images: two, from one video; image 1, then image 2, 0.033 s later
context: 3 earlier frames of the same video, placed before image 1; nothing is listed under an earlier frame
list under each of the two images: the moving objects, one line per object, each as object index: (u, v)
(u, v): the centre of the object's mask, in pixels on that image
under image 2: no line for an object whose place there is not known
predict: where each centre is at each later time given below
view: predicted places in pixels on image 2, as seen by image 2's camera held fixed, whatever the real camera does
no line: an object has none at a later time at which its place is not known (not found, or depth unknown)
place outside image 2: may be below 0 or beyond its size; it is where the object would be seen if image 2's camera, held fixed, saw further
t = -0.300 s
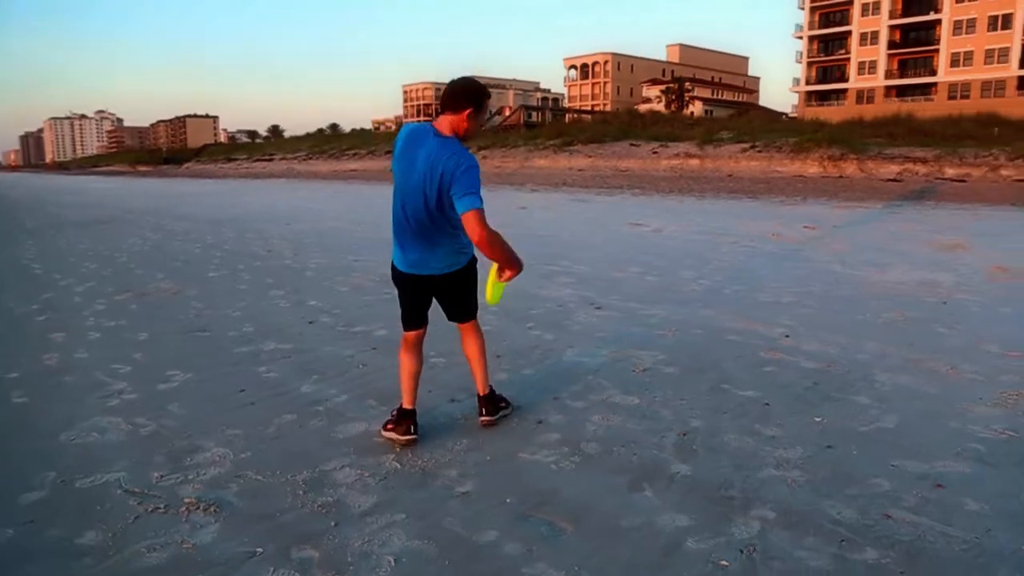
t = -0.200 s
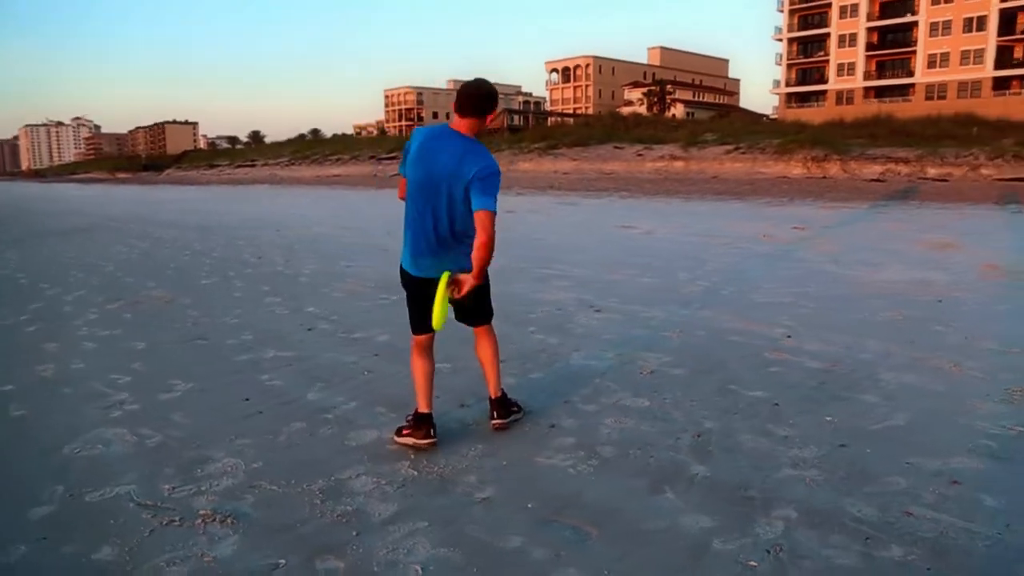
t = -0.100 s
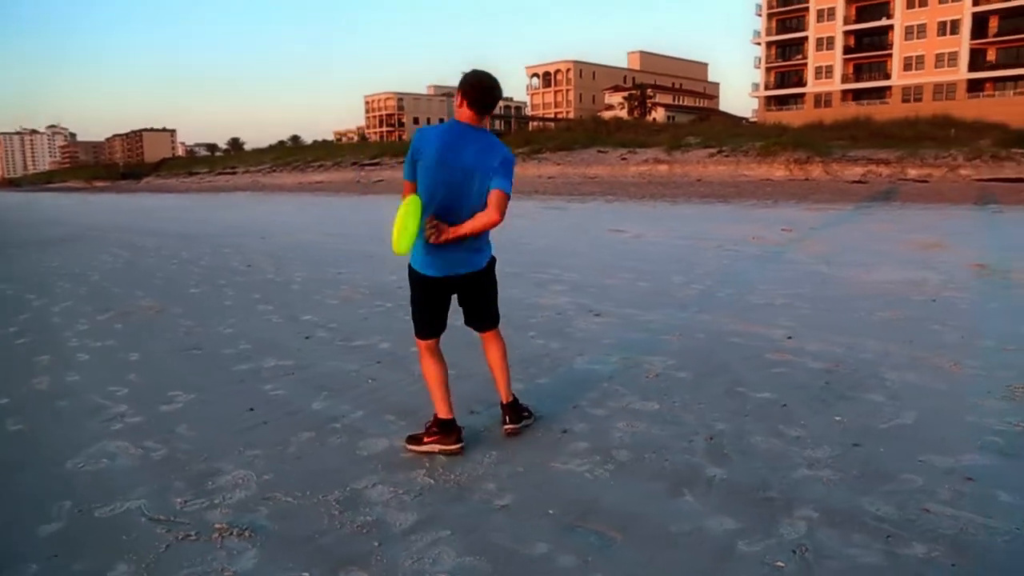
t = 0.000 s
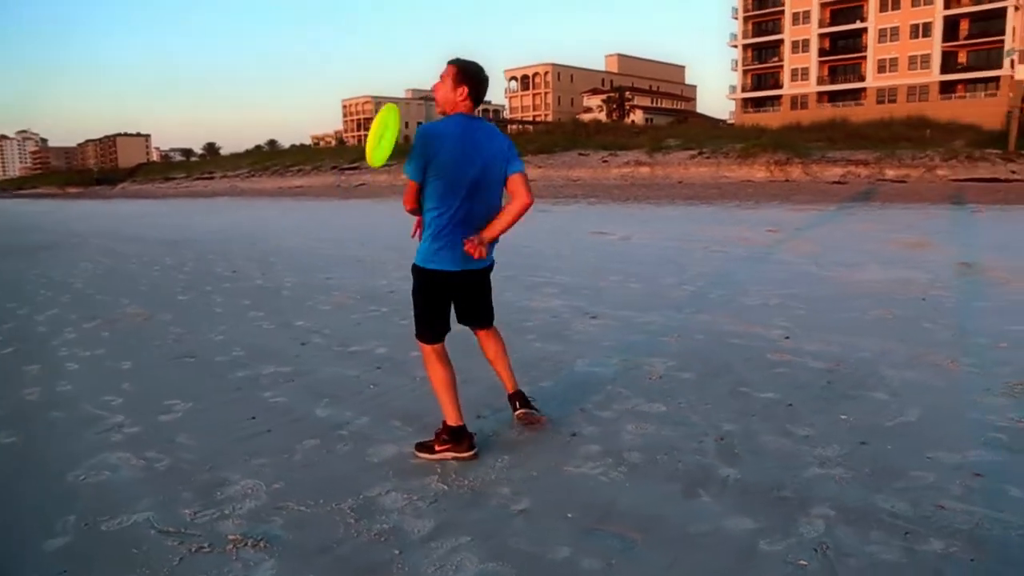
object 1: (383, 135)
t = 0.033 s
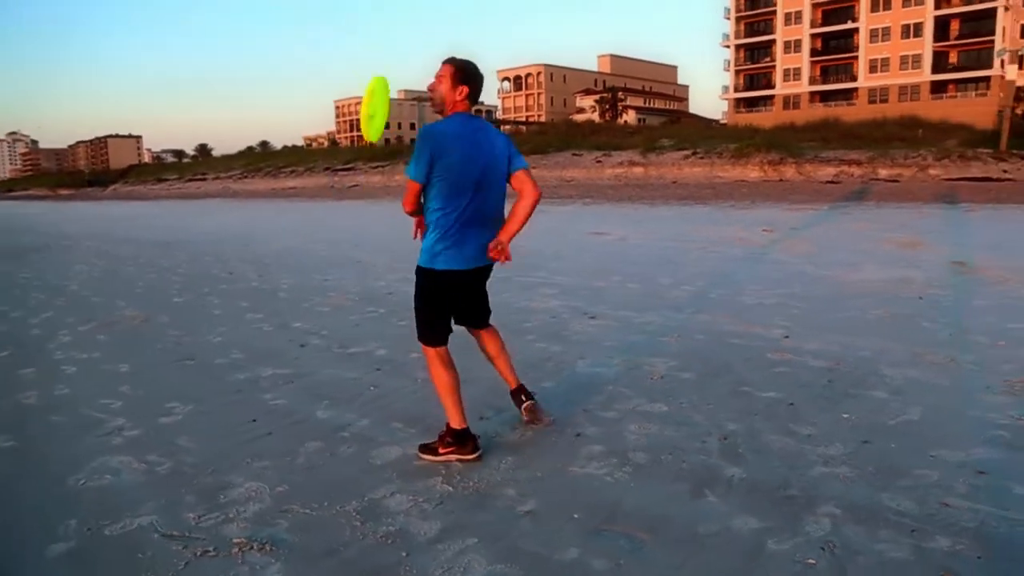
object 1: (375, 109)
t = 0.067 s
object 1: (369, 84)
